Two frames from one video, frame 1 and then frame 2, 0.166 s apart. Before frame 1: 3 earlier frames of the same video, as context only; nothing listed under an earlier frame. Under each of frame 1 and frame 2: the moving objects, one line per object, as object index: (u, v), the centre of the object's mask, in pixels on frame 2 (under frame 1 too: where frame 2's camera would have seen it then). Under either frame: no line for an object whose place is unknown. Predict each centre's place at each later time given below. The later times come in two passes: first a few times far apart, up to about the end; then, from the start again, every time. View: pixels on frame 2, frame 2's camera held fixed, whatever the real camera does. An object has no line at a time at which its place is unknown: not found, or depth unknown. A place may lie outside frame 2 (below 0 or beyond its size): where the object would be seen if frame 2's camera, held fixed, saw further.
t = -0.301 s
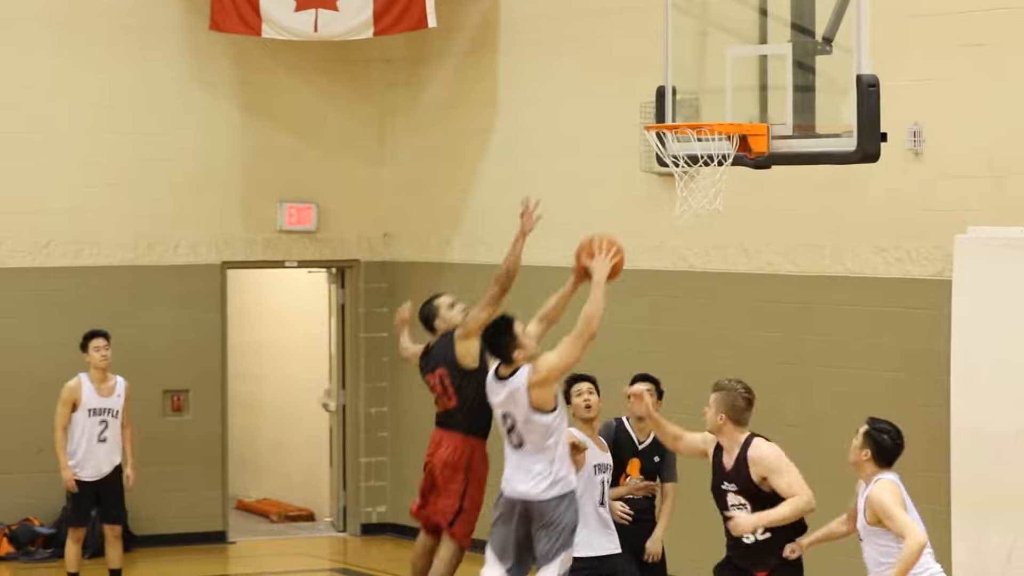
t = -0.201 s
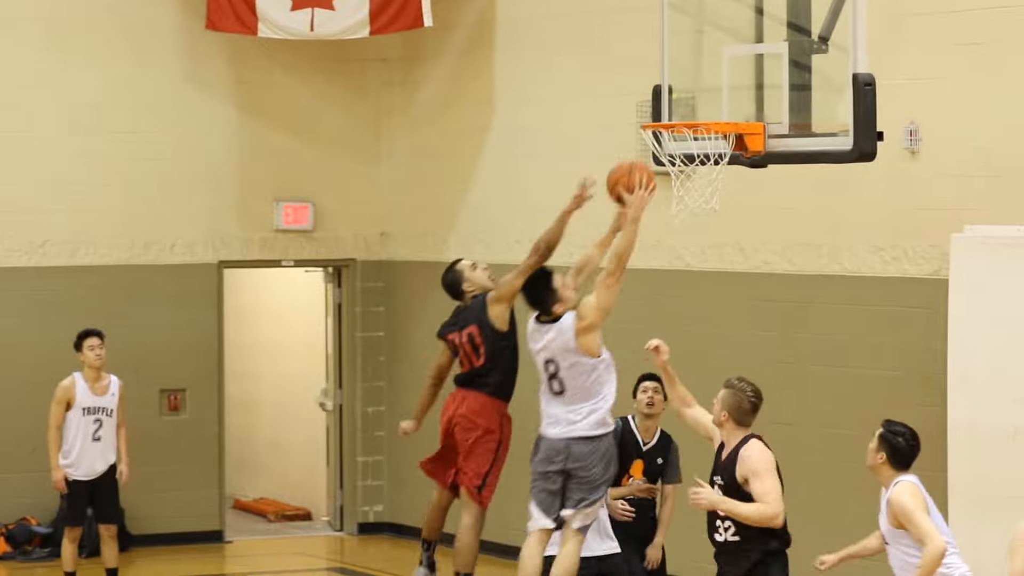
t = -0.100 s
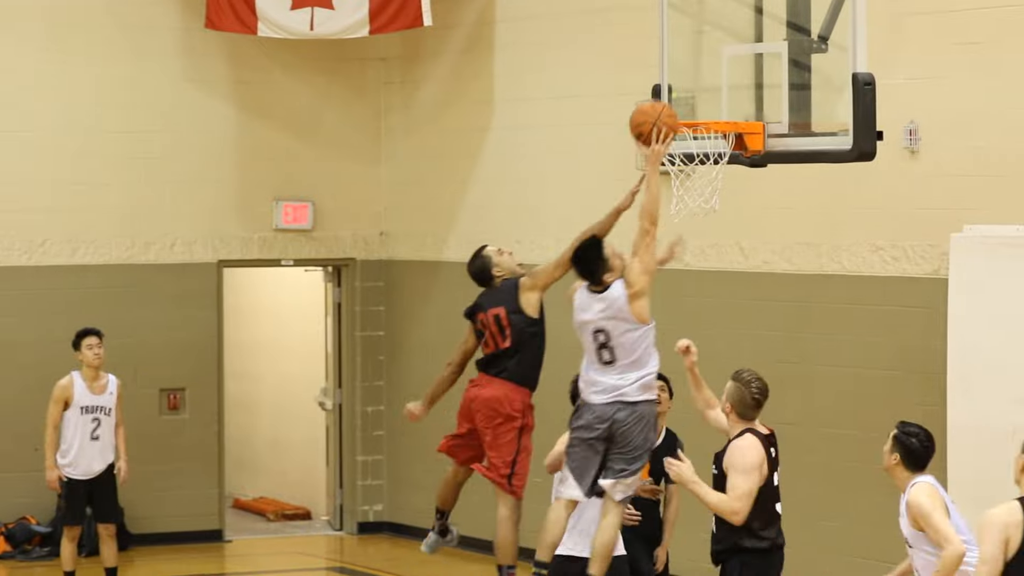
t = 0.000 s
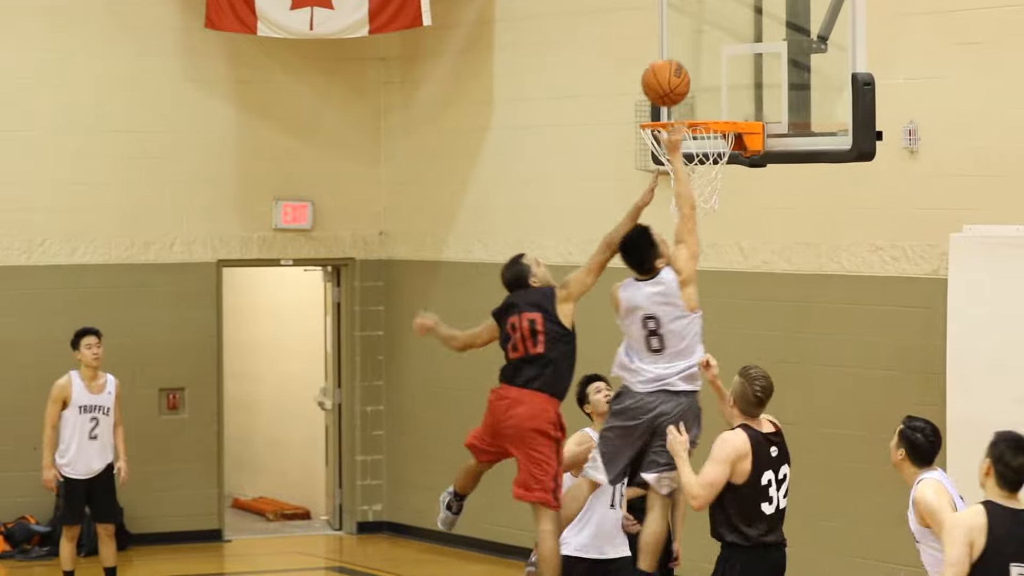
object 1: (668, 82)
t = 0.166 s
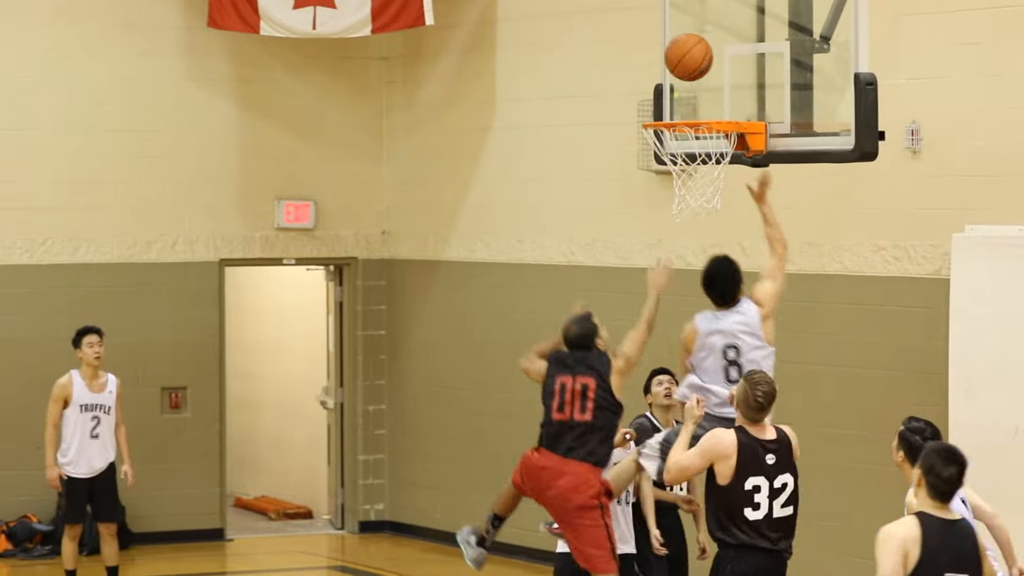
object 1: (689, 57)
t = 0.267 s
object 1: (701, 68)
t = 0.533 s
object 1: (672, 92)
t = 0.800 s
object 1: (614, 115)
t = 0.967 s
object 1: (583, 187)
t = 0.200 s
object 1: (693, 59)
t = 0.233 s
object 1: (697, 62)
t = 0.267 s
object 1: (701, 68)
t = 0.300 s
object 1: (705, 76)
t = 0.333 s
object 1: (709, 86)
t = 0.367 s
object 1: (713, 98)
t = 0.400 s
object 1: (712, 103)
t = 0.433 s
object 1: (702, 98)
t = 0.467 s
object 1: (693, 94)
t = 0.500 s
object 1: (682, 92)
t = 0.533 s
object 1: (672, 92)
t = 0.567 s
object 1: (662, 95)
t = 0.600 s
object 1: (652, 99)
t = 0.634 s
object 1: (645, 98)
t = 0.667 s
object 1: (639, 97)
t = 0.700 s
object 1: (633, 98)
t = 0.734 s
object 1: (627, 102)
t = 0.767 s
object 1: (620, 107)
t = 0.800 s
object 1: (614, 115)
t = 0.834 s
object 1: (608, 125)
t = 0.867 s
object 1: (602, 137)
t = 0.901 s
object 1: (595, 151)
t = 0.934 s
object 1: (589, 168)
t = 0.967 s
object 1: (583, 187)
